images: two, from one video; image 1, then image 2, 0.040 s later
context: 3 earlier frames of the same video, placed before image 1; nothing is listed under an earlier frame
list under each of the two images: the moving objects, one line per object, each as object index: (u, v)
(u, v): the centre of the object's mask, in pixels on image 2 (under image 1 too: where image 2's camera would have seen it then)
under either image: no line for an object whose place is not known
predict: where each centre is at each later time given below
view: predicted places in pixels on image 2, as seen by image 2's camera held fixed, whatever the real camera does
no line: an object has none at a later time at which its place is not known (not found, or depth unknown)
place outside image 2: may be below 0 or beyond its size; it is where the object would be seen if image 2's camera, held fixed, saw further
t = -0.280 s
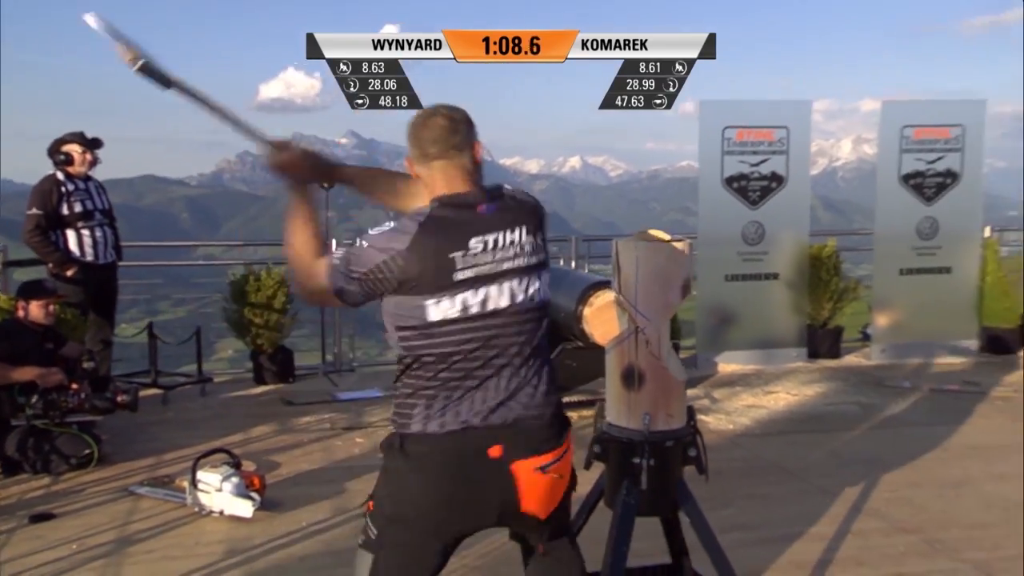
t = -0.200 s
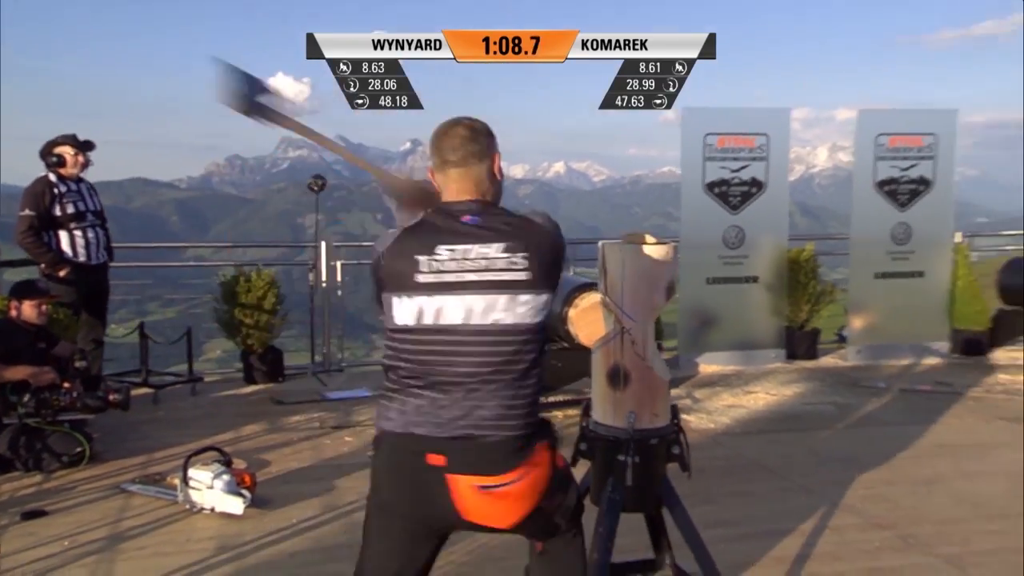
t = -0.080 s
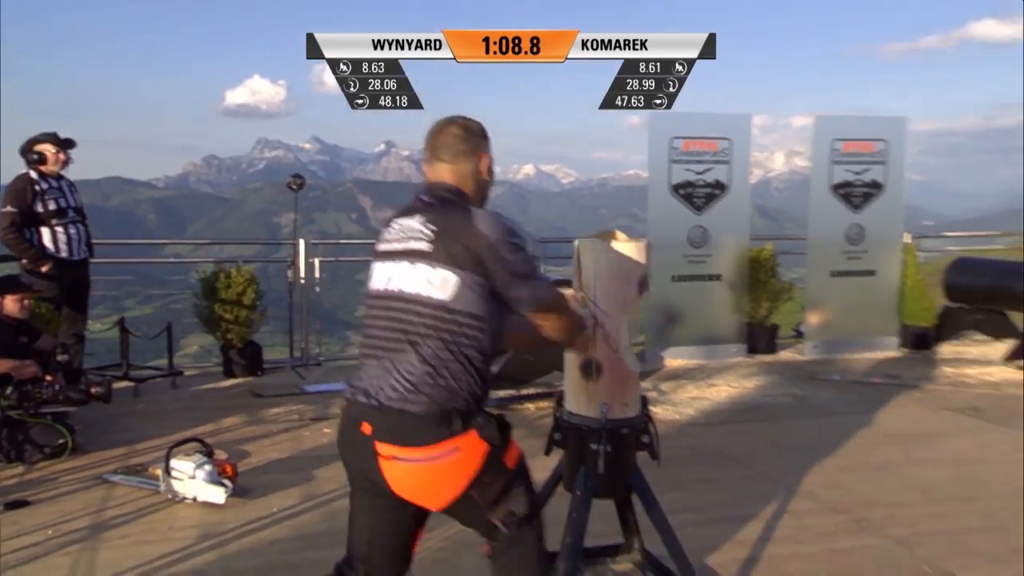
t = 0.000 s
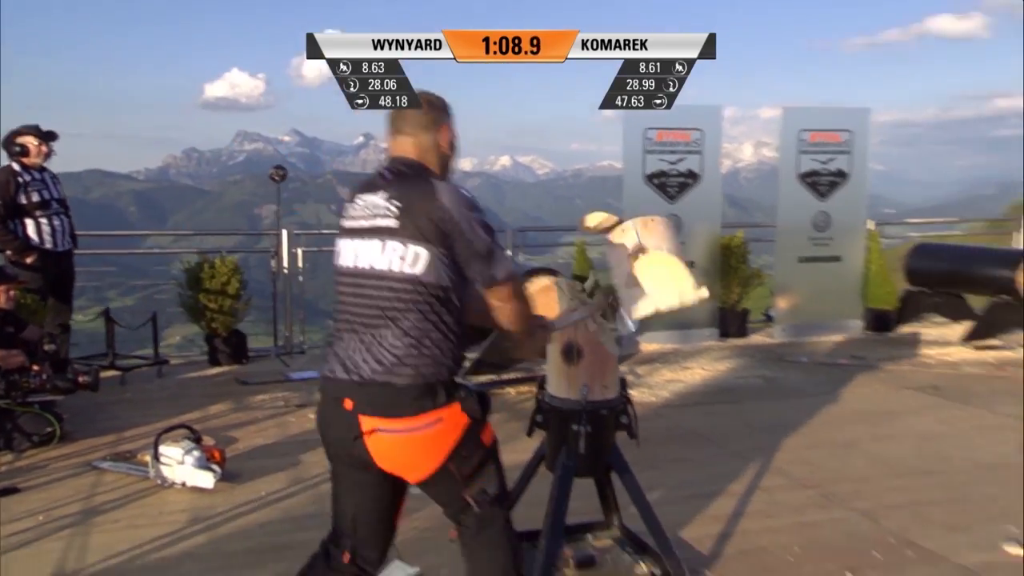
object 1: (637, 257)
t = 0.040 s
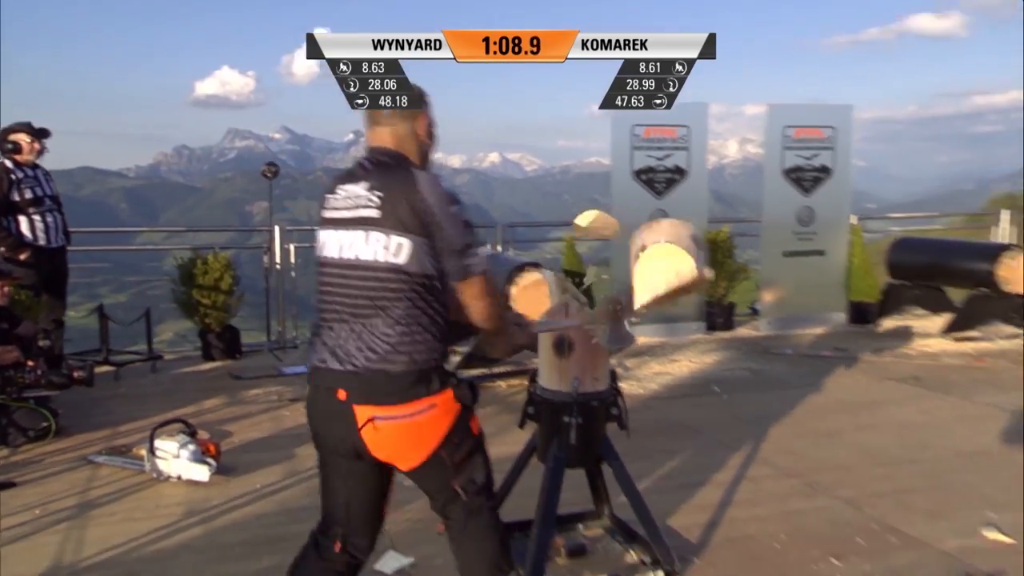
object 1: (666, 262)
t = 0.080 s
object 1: (699, 281)
